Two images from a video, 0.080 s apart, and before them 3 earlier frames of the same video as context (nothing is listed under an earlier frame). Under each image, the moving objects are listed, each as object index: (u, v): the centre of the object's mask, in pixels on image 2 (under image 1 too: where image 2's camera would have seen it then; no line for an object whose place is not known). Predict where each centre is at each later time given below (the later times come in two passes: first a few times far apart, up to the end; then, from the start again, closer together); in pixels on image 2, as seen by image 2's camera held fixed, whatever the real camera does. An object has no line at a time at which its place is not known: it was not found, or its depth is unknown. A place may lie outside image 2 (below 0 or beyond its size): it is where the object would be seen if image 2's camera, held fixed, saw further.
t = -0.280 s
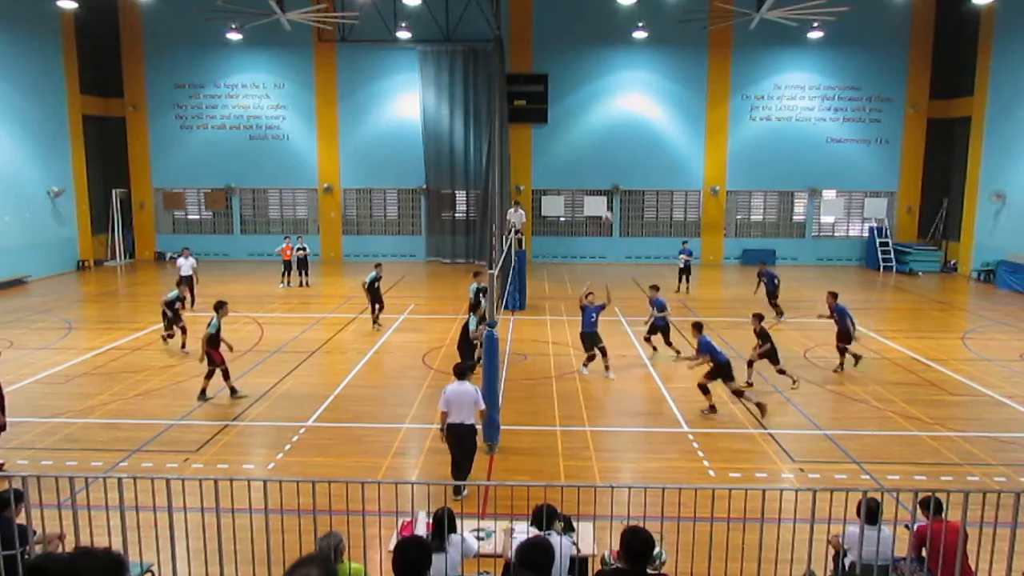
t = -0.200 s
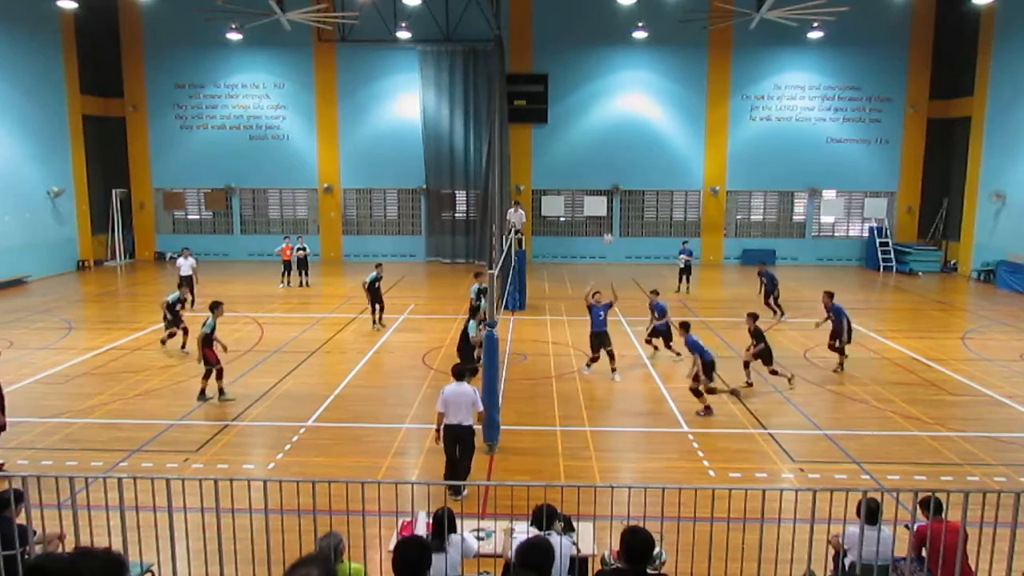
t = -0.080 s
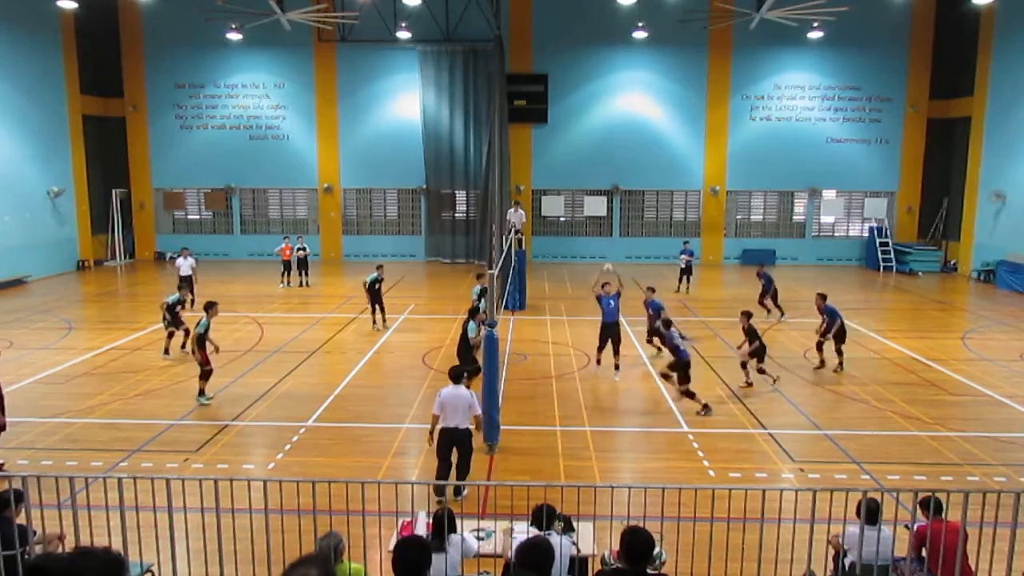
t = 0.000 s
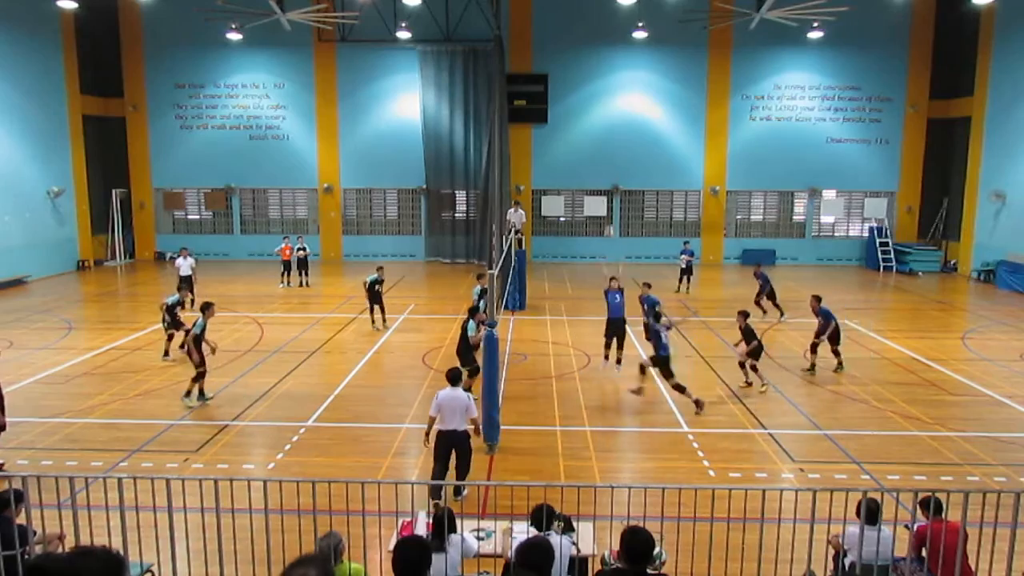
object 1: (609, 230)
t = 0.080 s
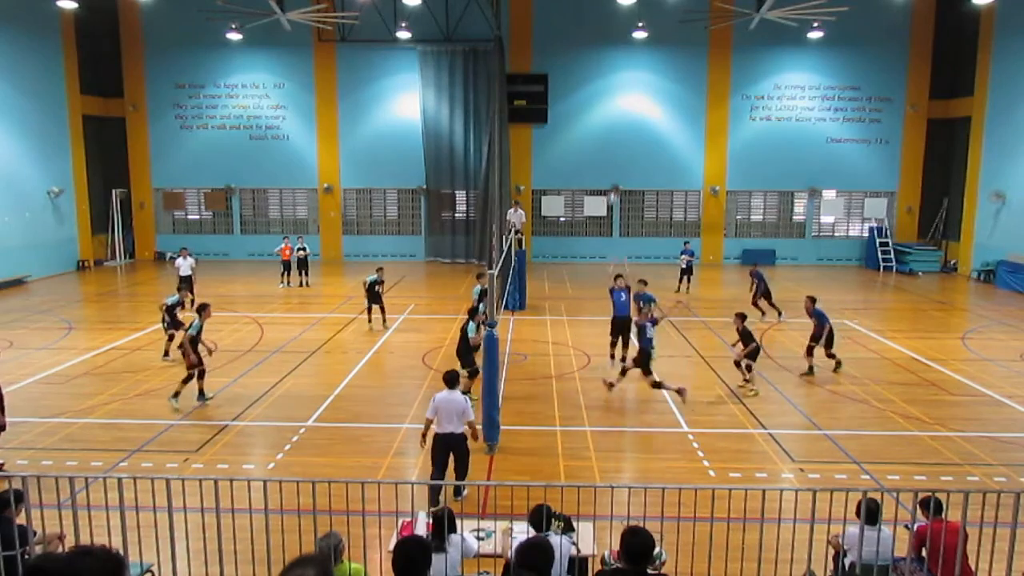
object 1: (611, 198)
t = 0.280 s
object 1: (616, 134)
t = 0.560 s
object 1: (621, 86)
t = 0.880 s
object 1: (626, 81)
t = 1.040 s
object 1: (628, 95)
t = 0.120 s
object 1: (614, 183)
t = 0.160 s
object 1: (614, 168)
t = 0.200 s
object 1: (614, 156)
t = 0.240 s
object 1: (615, 144)
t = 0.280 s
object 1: (616, 134)
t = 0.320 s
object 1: (616, 124)
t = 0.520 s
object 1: (620, 90)
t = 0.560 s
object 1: (621, 86)
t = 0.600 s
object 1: (622, 82)
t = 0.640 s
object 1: (622, 80)
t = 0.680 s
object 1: (623, 78)
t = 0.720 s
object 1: (623, 77)
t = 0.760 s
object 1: (624, 77)
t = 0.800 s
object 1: (624, 77)
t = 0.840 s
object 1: (625, 78)
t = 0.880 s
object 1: (626, 81)
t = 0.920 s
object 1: (626, 83)
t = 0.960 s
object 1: (627, 86)
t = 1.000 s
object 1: (627, 90)
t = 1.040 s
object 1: (628, 95)
